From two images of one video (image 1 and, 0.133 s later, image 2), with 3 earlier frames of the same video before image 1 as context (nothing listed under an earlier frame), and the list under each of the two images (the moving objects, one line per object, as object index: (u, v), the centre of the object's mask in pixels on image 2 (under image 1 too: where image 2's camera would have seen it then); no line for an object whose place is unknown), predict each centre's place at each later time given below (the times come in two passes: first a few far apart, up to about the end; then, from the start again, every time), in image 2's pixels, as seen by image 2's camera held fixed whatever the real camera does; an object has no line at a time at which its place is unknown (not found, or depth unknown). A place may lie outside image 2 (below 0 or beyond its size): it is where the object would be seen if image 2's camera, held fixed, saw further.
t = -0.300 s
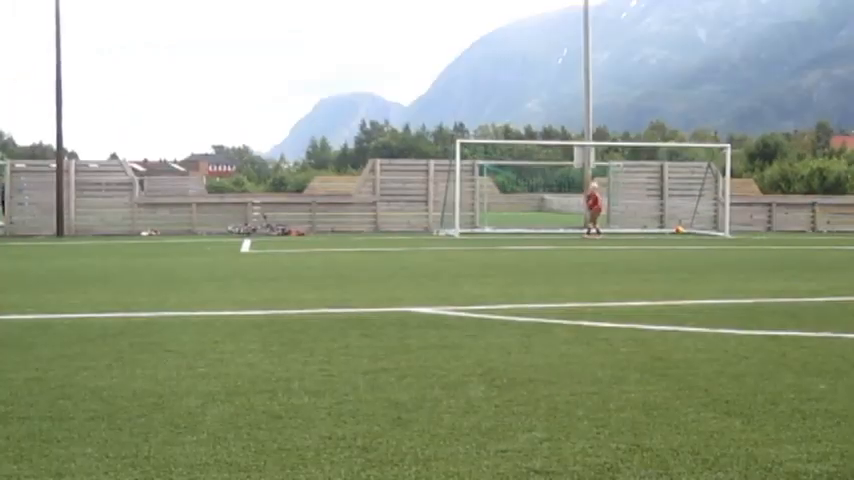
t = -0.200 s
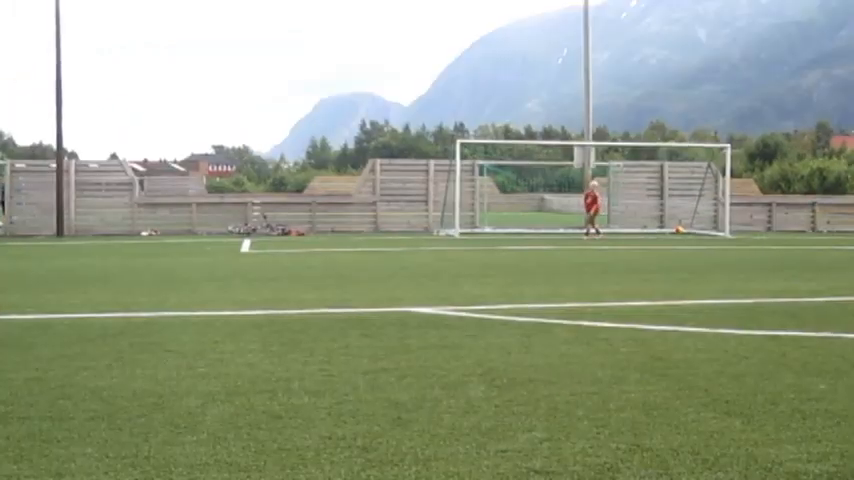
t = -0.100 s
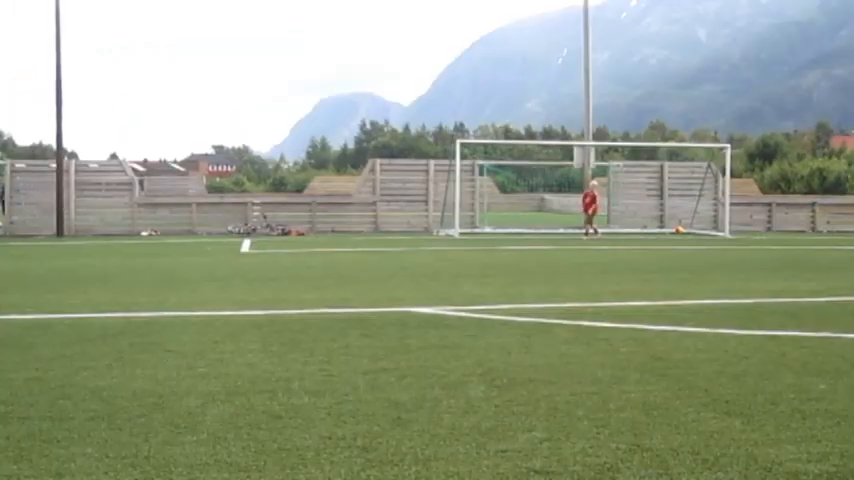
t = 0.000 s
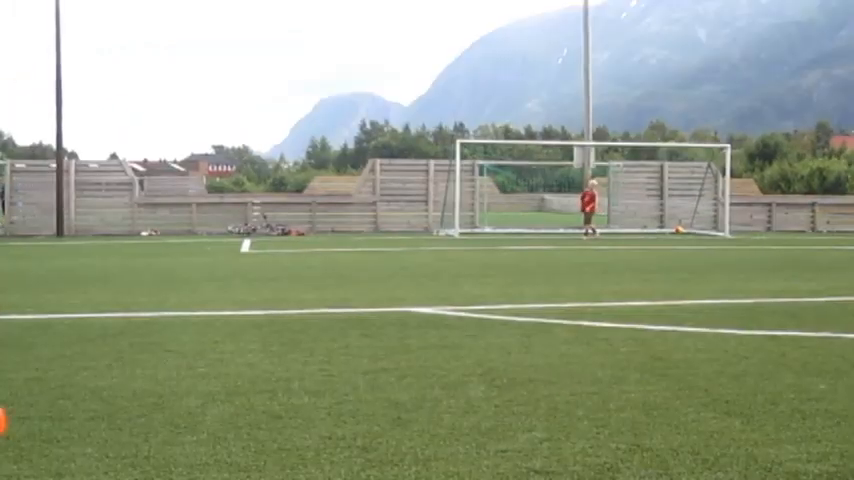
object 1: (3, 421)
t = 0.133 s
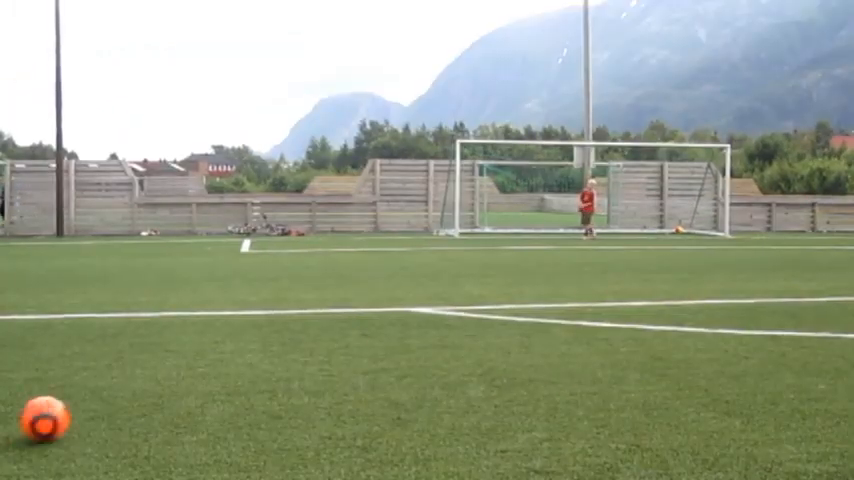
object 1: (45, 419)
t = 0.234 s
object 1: (87, 415)
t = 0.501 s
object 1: (190, 409)
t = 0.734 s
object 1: (270, 402)
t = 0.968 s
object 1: (340, 398)
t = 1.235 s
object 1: (410, 392)
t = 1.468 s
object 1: (464, 388)
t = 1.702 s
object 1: (510, 384)
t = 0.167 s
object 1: (59, 417)
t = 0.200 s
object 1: (73, 416)
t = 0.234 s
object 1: (87, 415)
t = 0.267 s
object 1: (100, 414)
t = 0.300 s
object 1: (114, 413)
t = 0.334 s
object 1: (128, 413)
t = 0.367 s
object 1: (141, 412)
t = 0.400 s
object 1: (153, 411)
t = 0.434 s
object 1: (166, 410)
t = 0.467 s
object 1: (178, 410)
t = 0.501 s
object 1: (190, 409)
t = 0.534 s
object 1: (202, 408)
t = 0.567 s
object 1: (214, 407)
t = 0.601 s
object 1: (225, 406)
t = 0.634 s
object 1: (236, 405)
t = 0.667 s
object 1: (248, 405)
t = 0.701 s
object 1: (260, 403)
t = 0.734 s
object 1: (270, 402)
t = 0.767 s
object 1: (280, 402)
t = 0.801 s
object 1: (290, 401)
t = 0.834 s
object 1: (301, 401)
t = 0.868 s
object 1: (311, 401)
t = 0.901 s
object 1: (320, 399)
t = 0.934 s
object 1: (329, 399)
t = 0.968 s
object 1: (340, 398)
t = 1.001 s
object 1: (349, 396)
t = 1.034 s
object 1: (359, 395)
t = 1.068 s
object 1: (368, 396)
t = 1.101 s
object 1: (377, 394)
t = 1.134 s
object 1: (386, 393)
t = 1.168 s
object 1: (394, 393)
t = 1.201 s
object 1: (402, 392)
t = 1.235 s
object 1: (410, 392)
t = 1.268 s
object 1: (418, 392)
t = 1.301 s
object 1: (426, 391)
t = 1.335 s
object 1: (434, 390)
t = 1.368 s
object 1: (442, 390)
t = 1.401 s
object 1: (450, 389)
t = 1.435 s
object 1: (457, 388)
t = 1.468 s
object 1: (464, 388)
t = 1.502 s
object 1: (471, 387)
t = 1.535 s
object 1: (478, 387)
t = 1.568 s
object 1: (485, 385)
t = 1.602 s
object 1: (491, 385)
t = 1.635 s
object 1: (497, 385)
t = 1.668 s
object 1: (504, 384)
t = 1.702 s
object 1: (510, 384)
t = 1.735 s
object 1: (516, 383)
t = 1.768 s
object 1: (522, 382)
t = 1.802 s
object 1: (528, 381)
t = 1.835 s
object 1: (533, 381)
